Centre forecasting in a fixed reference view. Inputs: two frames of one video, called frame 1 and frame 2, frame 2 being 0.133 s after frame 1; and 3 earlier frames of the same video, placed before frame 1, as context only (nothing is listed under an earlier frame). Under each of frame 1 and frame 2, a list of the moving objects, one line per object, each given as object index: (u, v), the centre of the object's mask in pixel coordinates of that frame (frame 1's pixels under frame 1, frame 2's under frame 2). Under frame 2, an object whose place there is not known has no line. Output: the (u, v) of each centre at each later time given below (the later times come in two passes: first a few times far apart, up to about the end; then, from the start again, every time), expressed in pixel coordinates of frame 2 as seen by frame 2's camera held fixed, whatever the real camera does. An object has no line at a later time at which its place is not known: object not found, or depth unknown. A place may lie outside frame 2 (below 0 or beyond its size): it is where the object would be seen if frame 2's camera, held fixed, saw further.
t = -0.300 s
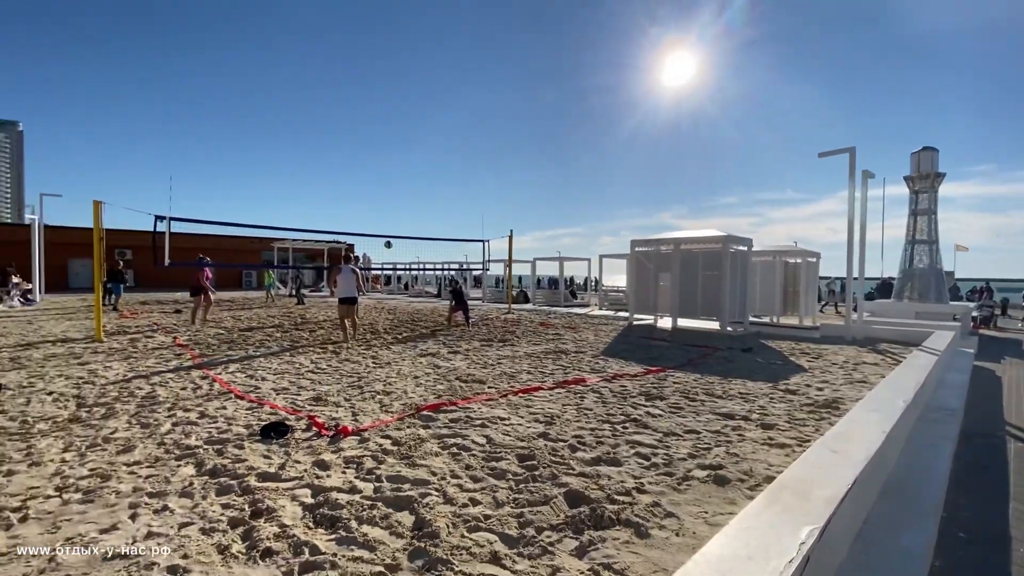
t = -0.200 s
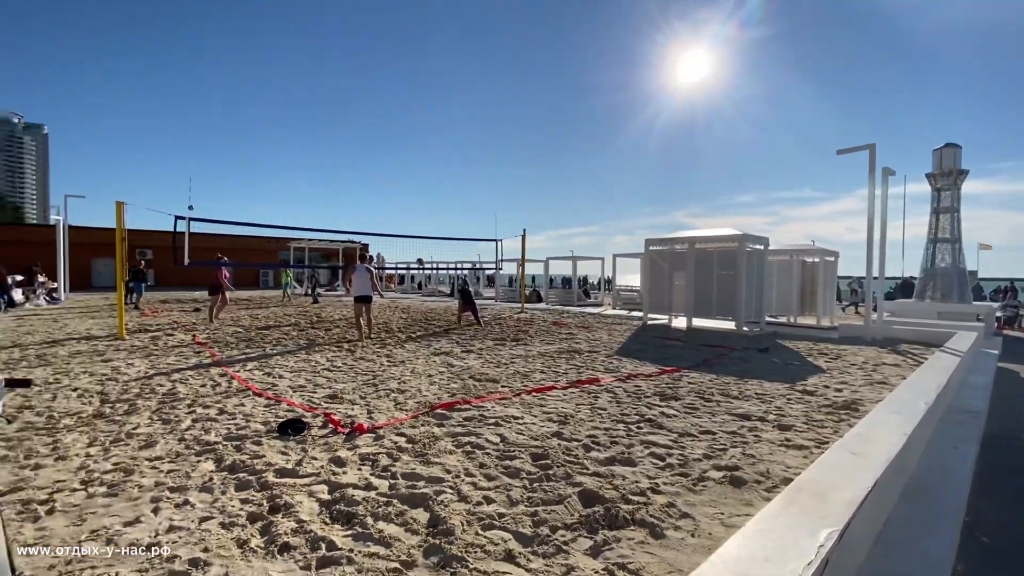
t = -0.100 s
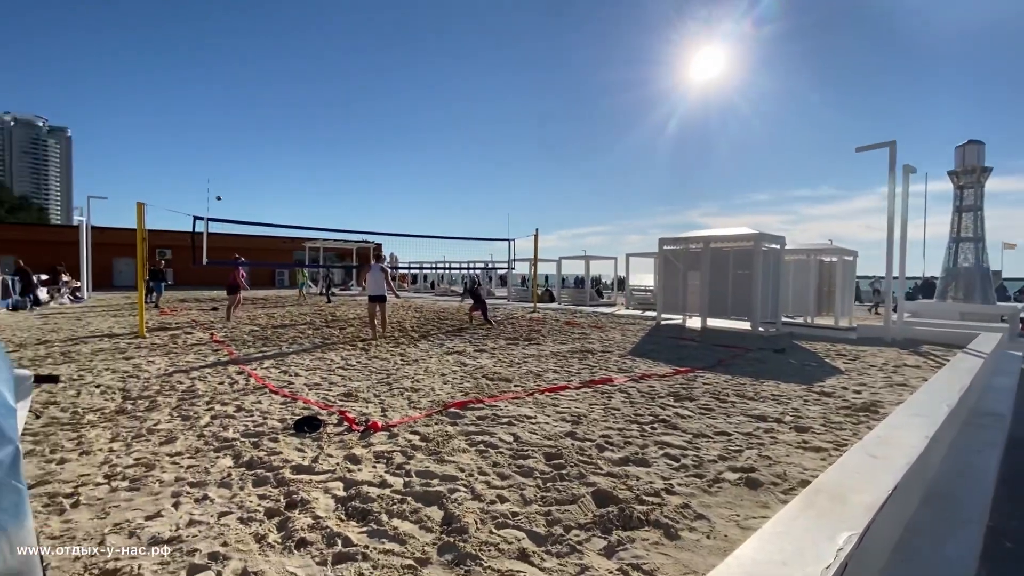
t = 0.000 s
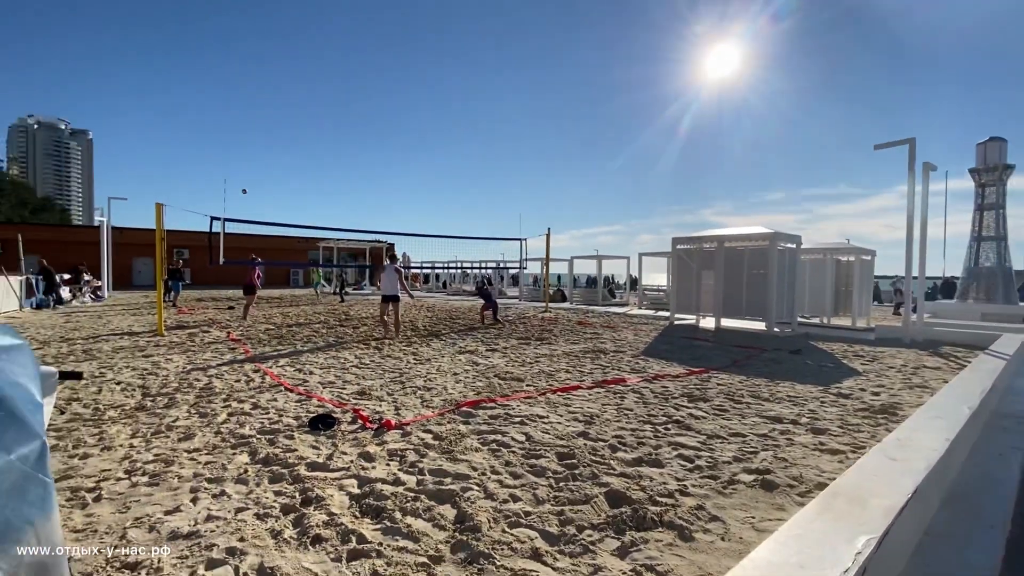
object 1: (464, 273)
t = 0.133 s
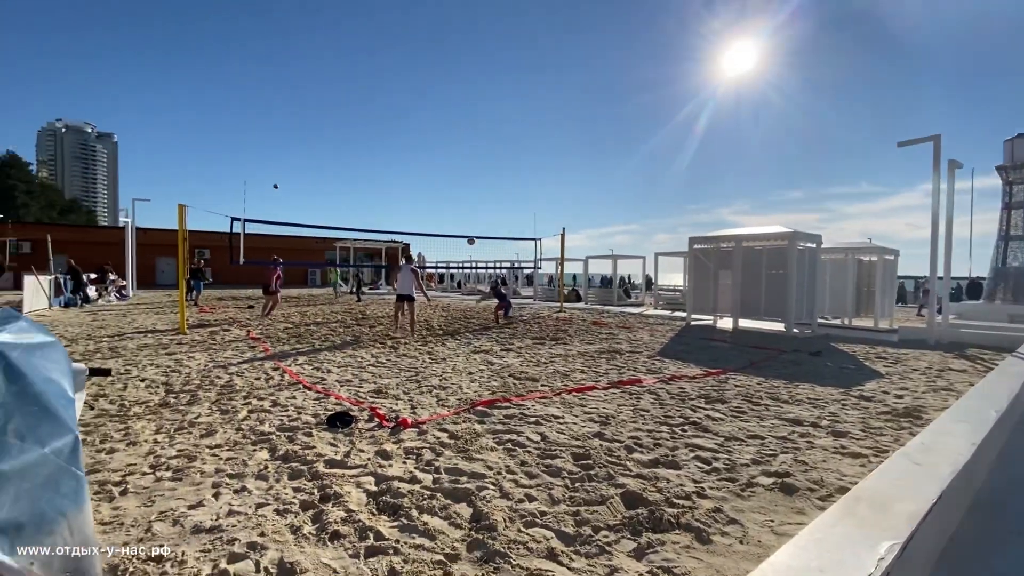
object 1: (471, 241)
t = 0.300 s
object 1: (459, 209)
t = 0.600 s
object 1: (439, 178)
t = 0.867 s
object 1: (422, 179)
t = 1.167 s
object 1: (403, 213)
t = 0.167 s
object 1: (469, 234)
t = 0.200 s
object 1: (466, 227)
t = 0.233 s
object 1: (464, 221)
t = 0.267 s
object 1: (462, 215)
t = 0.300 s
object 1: (459, 209)
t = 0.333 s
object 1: (457, 204)
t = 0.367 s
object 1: (455, 200)
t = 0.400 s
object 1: (453, 195)
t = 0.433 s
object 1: (450, 192)
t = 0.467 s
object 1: (448, 188)
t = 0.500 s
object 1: (446, 185)
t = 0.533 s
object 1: (444, 182)
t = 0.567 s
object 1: (441, 180)
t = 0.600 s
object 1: (439, 178)
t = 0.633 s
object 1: (437, 177)
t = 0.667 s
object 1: (435, 176)
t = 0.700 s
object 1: (433, 176)
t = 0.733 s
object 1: (431, 176)
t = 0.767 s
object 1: (429, 176)
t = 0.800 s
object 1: (426, 177)
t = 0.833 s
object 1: (424, 178)
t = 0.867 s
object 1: (422, 179)
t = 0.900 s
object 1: (420, 182)
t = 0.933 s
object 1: (418, 184)
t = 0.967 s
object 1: (416, 187)
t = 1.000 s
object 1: (414, 190)
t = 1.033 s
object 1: (412, 194)
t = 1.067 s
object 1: (409, 198)
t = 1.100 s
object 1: (407, 203)
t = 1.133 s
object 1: (405, 208)
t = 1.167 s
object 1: (403, 213)
